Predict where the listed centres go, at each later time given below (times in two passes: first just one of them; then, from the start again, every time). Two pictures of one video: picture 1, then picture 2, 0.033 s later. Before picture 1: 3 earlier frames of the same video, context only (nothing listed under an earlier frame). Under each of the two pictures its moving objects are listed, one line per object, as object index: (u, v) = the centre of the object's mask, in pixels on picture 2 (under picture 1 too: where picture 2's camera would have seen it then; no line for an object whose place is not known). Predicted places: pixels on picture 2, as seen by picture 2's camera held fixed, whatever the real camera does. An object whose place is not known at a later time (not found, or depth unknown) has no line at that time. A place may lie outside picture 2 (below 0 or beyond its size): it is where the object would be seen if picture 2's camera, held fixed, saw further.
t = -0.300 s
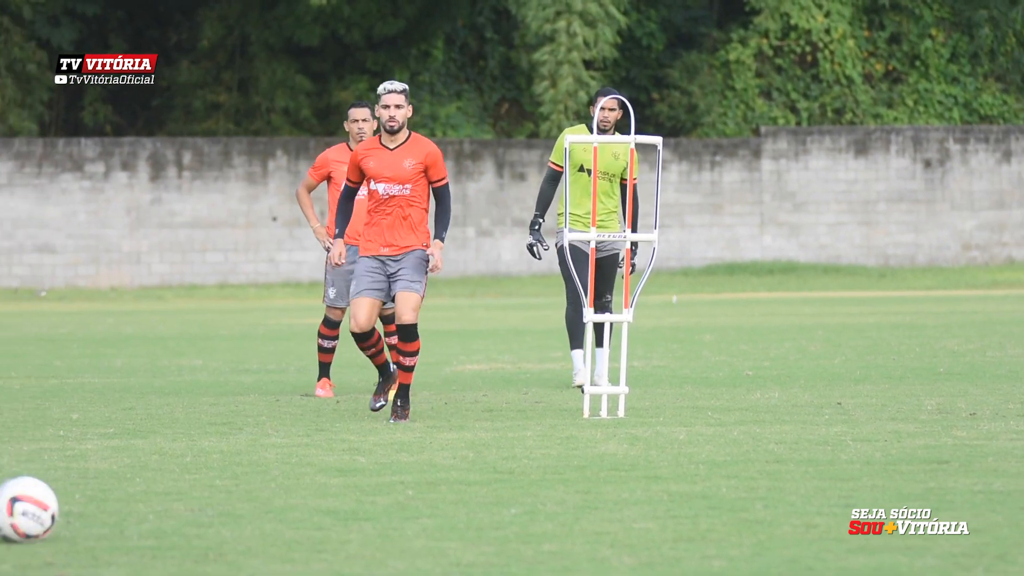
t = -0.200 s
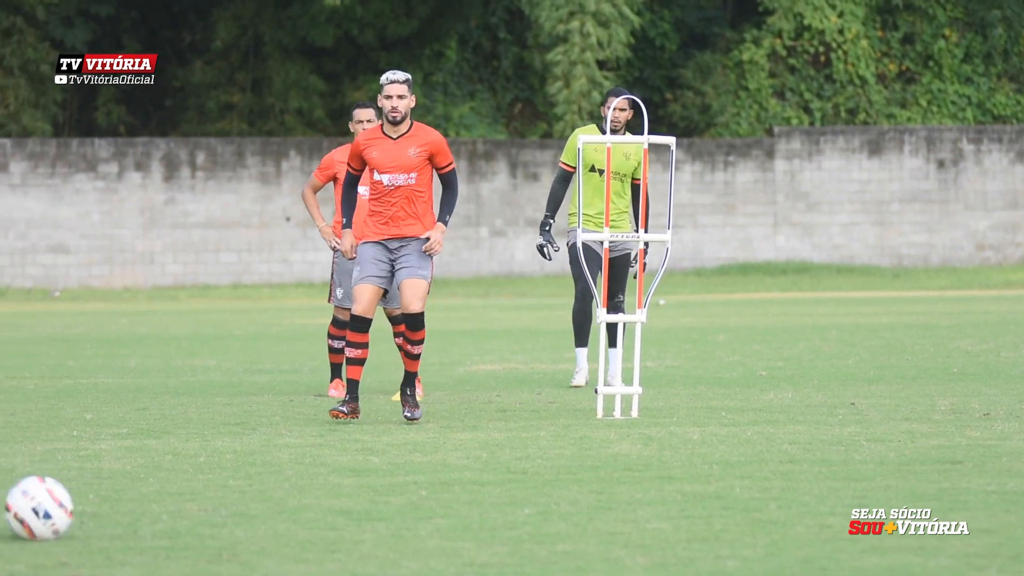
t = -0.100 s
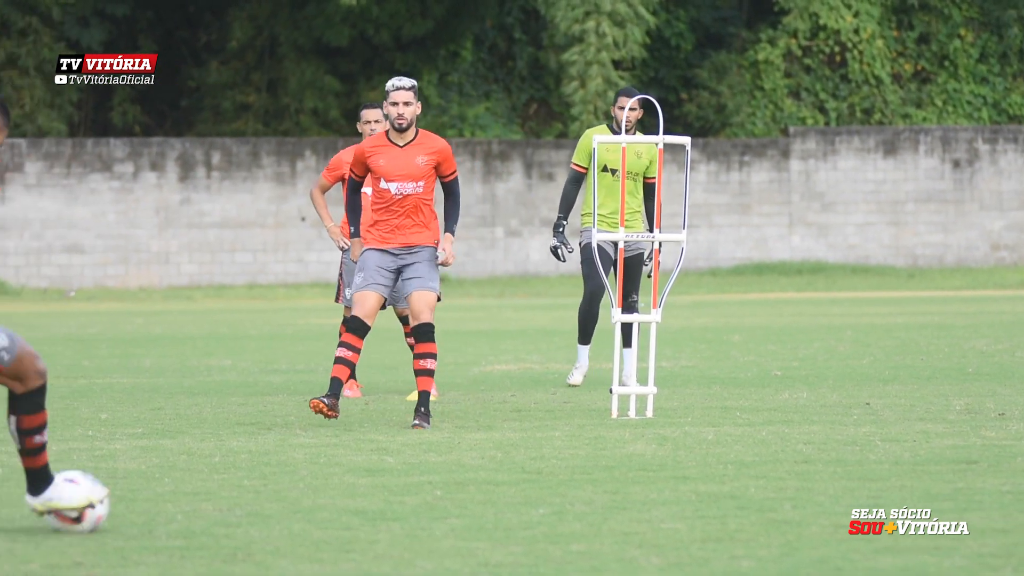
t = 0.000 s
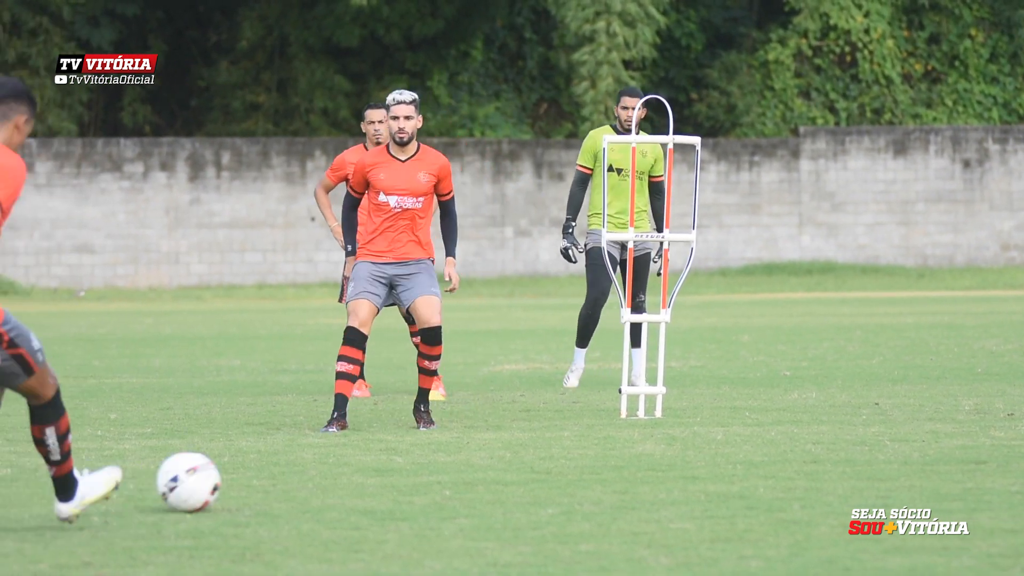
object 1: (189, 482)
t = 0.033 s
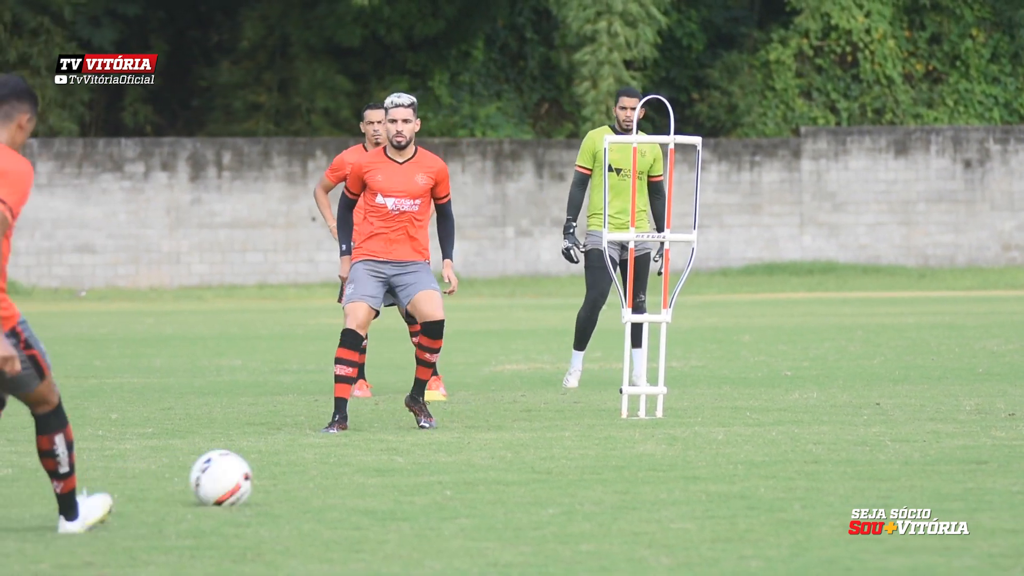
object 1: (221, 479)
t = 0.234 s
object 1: (373, 453)
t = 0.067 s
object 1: (250, 472)
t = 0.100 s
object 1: (277, 463)
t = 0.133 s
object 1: (302, 455)
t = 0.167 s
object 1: (322, 452)
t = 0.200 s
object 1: (350, 451)
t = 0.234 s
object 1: (373, 453)
